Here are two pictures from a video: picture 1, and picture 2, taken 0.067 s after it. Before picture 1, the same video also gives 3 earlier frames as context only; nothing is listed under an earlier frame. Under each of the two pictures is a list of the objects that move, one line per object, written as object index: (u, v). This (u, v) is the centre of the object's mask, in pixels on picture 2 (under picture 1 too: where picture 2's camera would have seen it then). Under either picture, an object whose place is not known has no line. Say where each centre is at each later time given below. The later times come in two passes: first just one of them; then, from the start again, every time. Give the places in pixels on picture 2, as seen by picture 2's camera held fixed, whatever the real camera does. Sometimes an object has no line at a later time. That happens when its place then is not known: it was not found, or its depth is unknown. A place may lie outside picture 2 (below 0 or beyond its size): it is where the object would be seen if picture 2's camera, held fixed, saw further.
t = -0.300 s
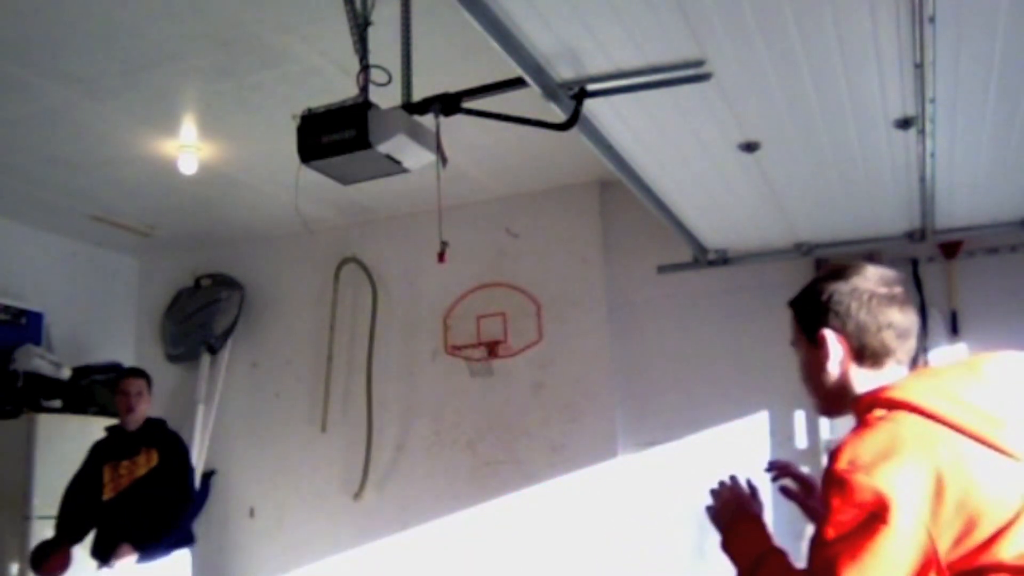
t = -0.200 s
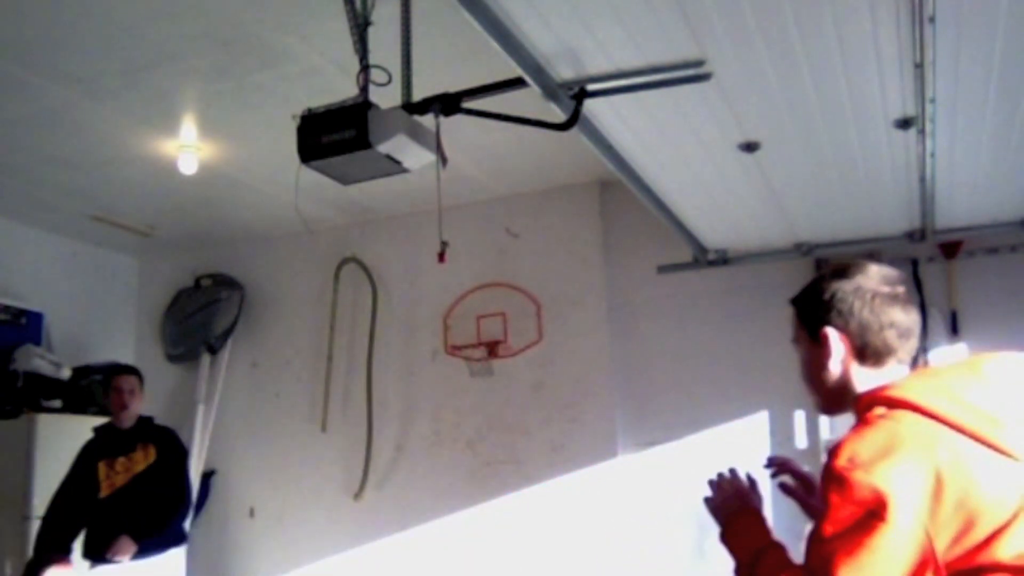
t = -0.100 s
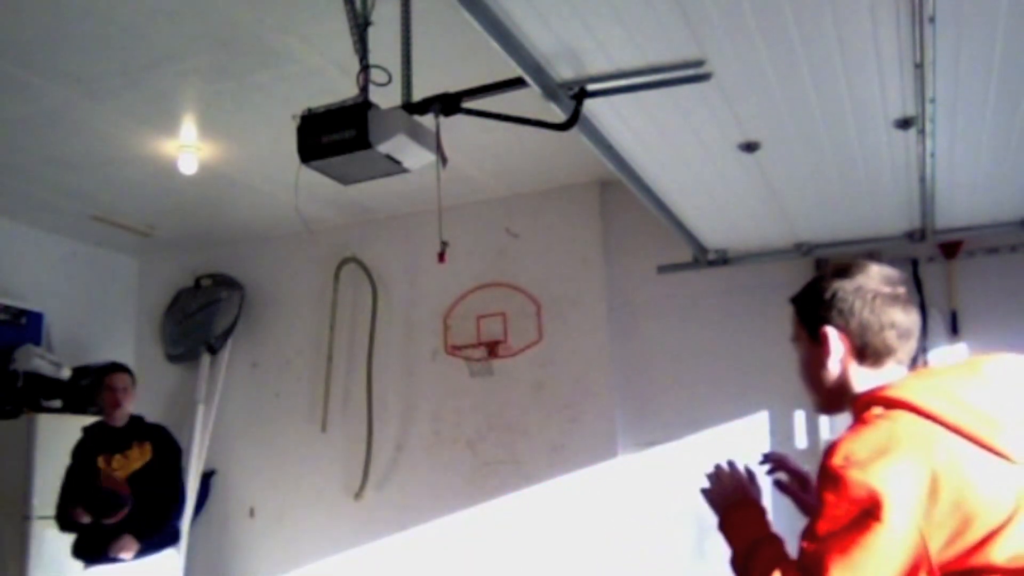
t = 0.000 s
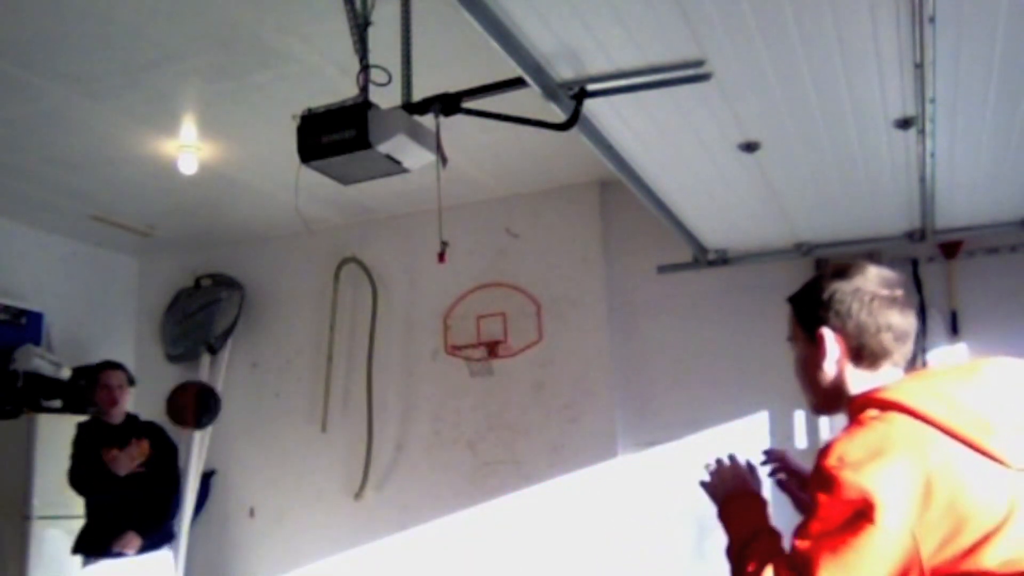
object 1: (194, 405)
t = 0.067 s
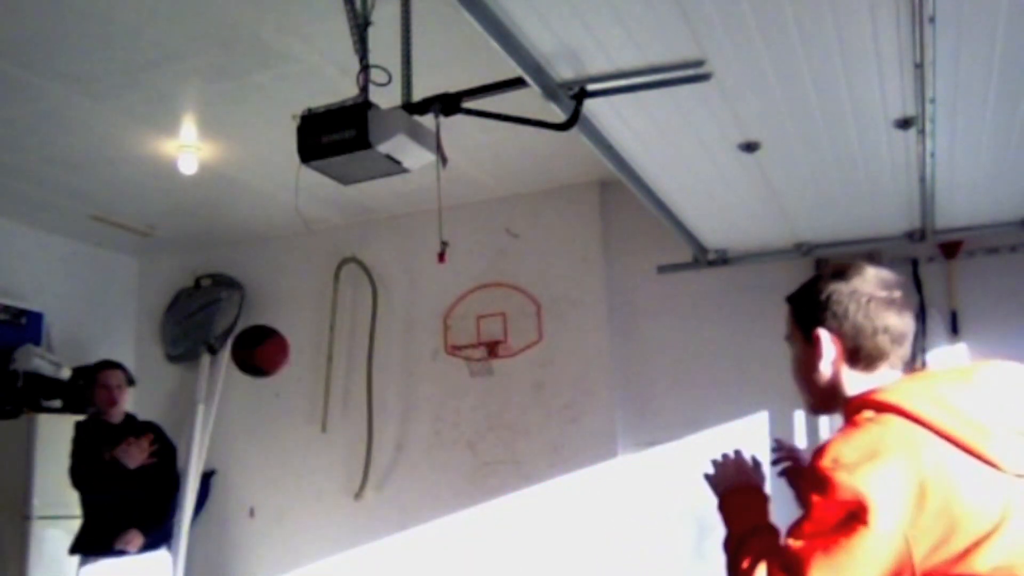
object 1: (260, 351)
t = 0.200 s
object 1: (417, 263)
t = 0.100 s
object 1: (295, 326)
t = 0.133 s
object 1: (333, 303)
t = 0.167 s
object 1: (373, 282)
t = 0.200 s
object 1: (417, 263)
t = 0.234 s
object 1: (464, 246)
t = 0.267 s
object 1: (516, 231)
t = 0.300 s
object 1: (572, 220)
